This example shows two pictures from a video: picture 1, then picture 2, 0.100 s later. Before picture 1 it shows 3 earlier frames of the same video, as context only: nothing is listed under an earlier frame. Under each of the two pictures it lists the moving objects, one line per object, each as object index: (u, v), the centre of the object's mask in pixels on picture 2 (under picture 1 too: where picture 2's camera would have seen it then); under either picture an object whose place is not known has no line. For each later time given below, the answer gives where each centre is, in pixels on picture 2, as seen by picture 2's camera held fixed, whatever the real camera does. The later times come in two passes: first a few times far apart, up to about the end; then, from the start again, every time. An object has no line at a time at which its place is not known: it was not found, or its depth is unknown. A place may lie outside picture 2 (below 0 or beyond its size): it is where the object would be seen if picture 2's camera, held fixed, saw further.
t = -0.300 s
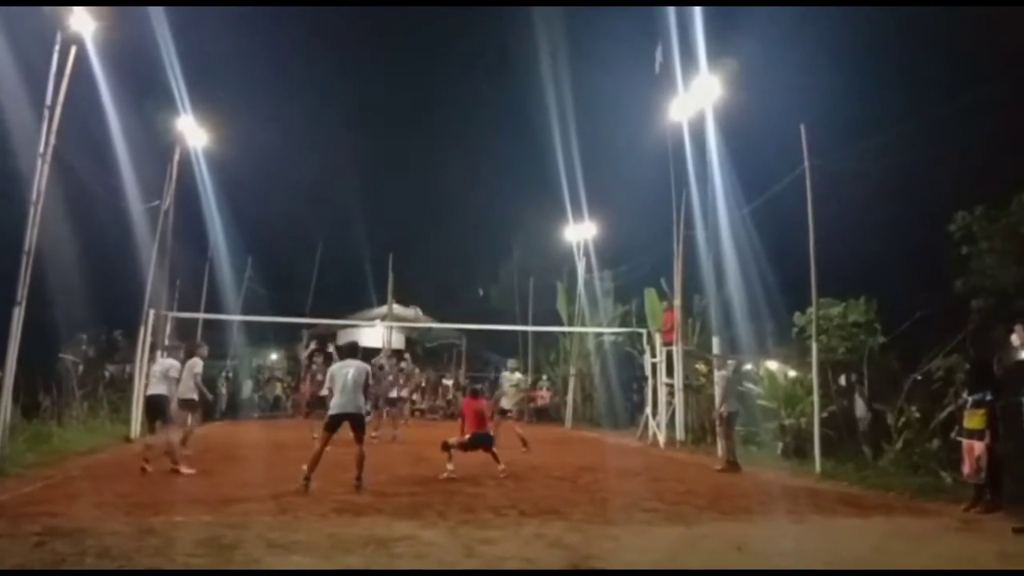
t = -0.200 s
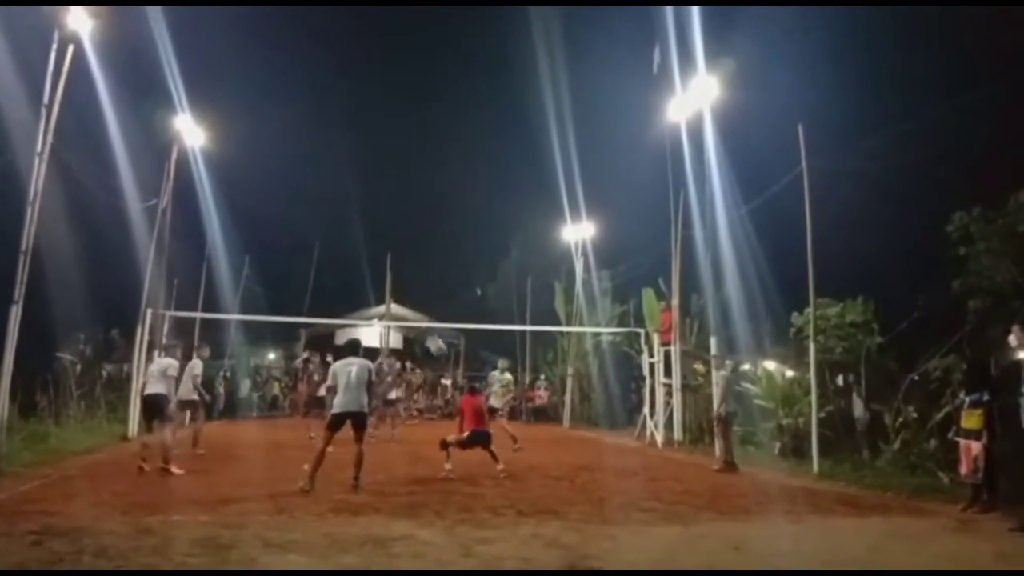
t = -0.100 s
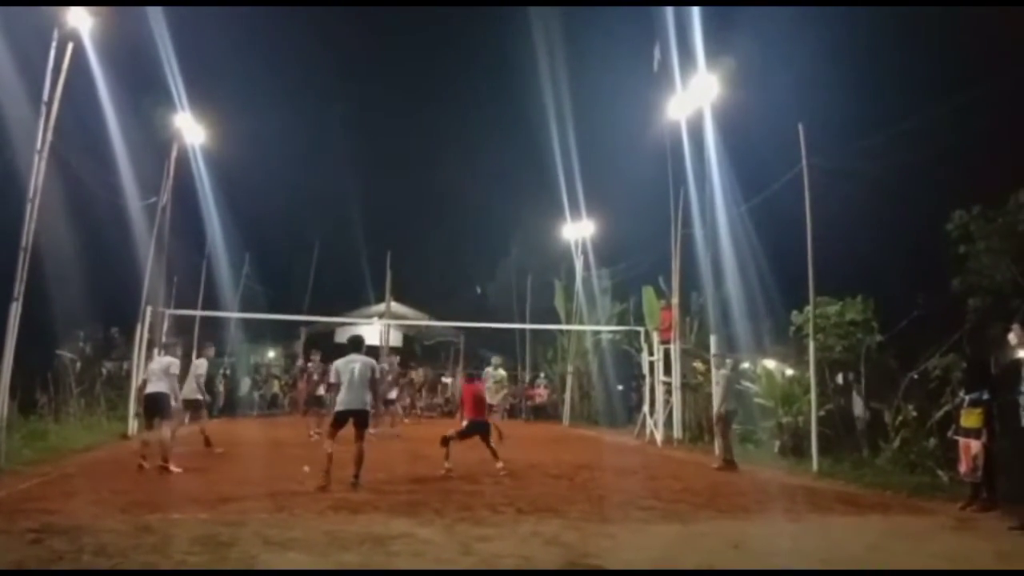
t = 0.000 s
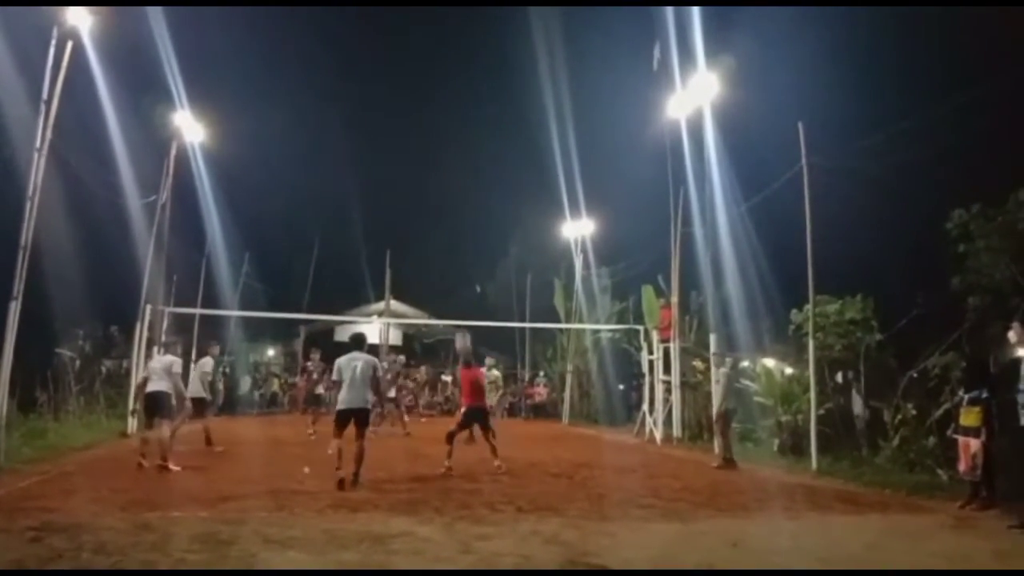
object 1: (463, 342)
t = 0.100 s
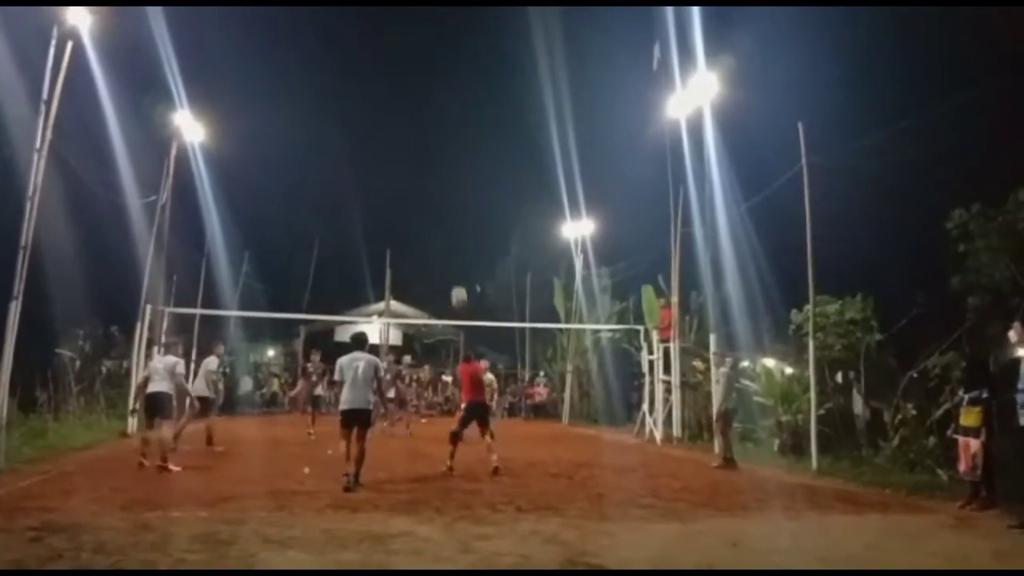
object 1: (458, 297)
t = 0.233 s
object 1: (453, 253)
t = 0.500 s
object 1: (443, 209)
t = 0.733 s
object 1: (435, 210)
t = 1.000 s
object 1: (425, 246)
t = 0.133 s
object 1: (457, 284)
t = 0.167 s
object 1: (456, 273)
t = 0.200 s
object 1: (455, 262)
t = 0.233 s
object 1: (453, 253)
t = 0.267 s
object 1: (452, 246)
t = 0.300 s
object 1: (451, 238)
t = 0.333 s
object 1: (449, 231)
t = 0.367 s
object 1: (449, 225)
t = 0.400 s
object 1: (447, 220)
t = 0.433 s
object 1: (446, 216)
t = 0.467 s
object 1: (445, 212)
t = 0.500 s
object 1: (443, 209)
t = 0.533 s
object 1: (442, 207)
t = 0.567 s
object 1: (441, 206)
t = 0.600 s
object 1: (440, 206)
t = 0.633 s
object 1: (439, 206)
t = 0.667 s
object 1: (437, 207)
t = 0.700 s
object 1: (436, 208)
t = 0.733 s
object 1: (435, 210)
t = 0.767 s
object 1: (434, 213)
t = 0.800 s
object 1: (432, 216)
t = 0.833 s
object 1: (431, 219)
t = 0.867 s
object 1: (430, 224)
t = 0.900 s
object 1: (428, 229)
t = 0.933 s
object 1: (427, 233)
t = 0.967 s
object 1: (426, 240)
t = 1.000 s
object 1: (425, 246)
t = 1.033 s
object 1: (424, 253)
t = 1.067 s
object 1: (423, 261)
